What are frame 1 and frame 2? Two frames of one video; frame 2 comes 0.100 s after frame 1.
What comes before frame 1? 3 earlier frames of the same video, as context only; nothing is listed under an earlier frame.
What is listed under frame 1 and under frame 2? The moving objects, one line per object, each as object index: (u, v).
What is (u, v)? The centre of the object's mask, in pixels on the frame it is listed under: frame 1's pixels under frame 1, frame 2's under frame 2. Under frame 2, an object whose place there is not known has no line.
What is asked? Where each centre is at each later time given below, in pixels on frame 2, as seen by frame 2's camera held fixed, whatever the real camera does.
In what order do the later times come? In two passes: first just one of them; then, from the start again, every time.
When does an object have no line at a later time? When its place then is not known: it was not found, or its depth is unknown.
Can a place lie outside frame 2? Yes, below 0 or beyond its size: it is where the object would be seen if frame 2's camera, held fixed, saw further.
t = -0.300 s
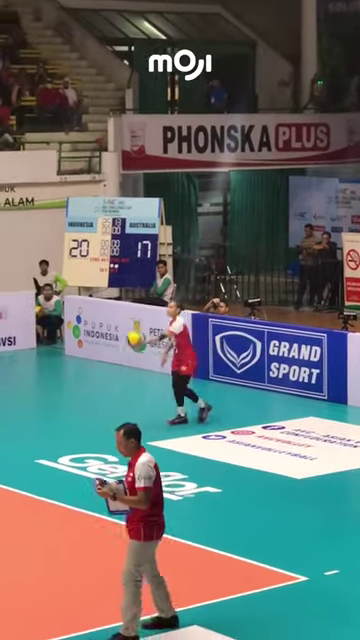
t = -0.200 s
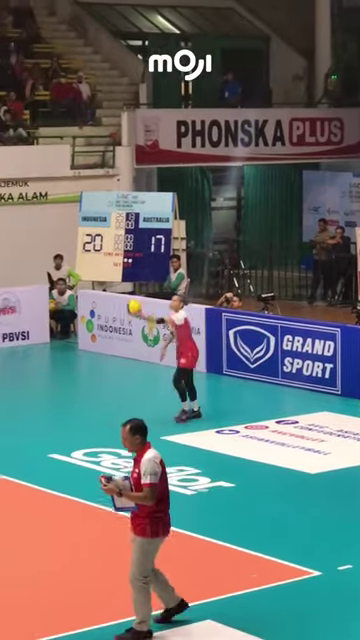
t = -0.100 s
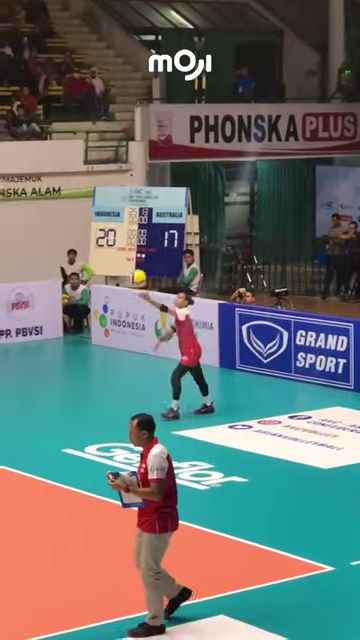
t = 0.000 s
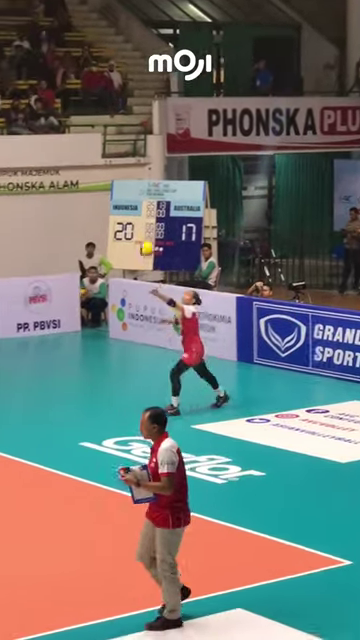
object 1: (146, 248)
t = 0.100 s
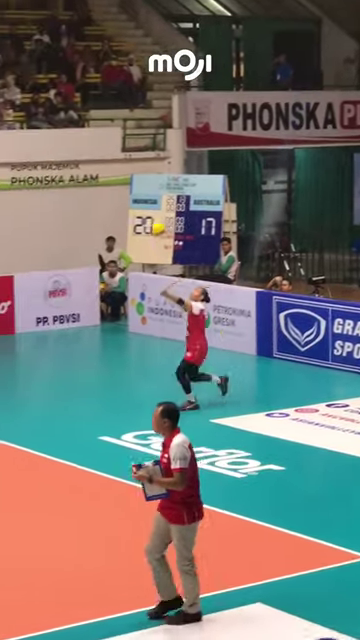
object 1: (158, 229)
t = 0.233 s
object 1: (146, 220)
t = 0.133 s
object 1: (155, 225)
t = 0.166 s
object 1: (152, 222)
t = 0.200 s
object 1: (148, 220)
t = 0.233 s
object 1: (146, 220)
